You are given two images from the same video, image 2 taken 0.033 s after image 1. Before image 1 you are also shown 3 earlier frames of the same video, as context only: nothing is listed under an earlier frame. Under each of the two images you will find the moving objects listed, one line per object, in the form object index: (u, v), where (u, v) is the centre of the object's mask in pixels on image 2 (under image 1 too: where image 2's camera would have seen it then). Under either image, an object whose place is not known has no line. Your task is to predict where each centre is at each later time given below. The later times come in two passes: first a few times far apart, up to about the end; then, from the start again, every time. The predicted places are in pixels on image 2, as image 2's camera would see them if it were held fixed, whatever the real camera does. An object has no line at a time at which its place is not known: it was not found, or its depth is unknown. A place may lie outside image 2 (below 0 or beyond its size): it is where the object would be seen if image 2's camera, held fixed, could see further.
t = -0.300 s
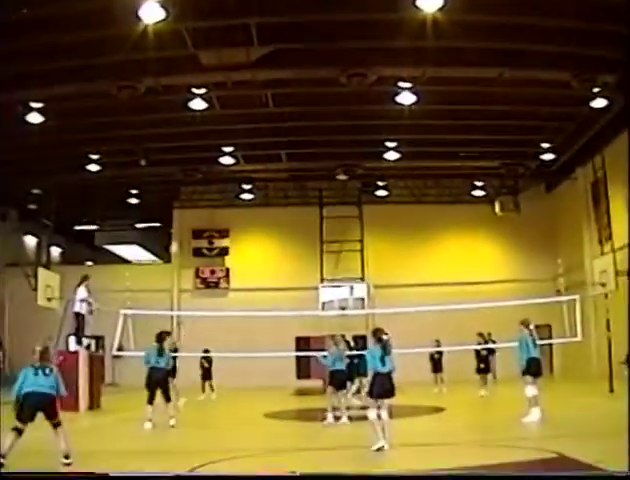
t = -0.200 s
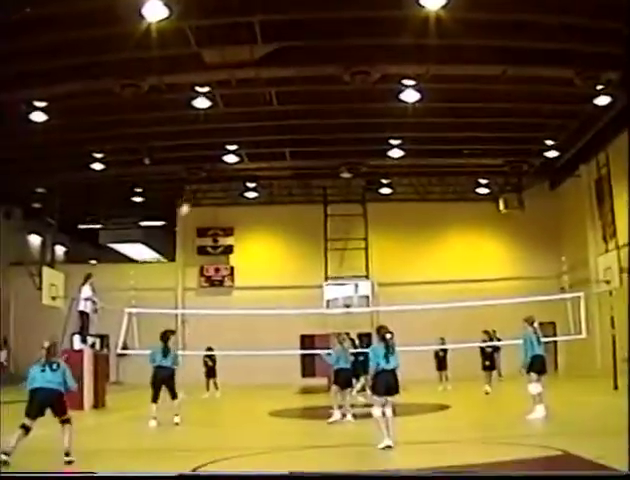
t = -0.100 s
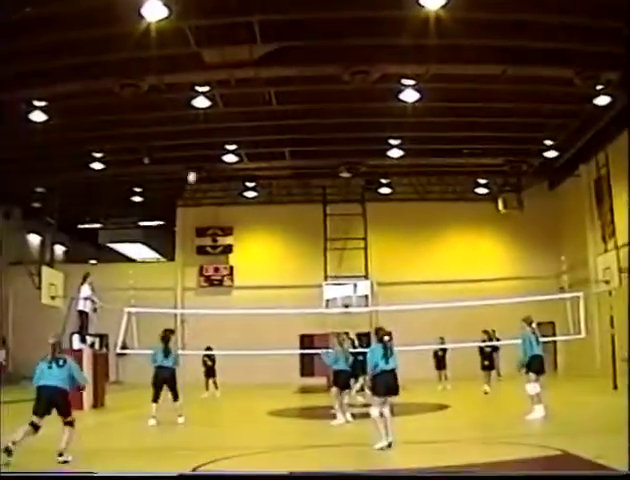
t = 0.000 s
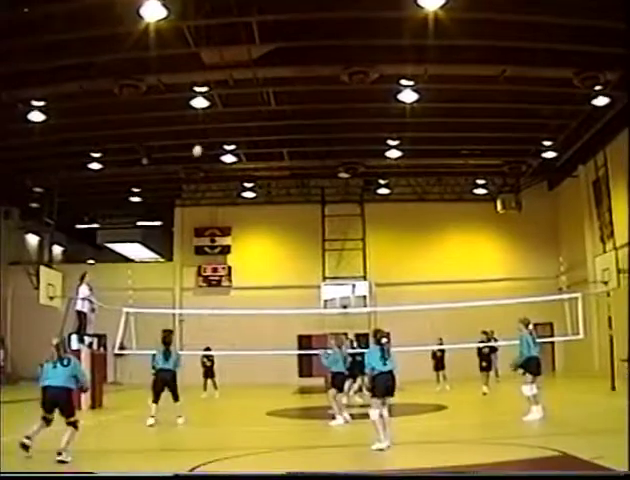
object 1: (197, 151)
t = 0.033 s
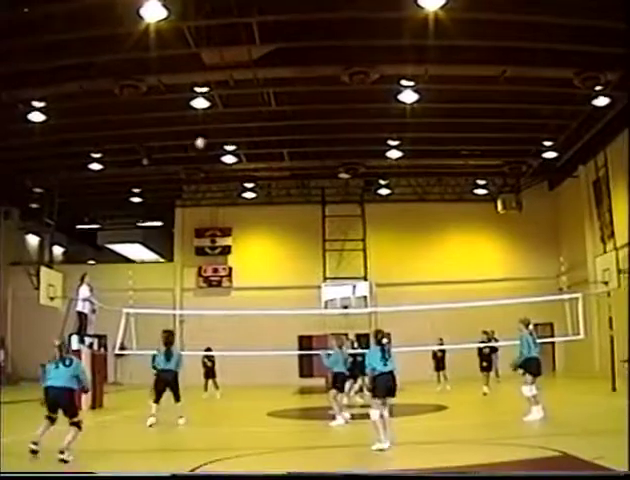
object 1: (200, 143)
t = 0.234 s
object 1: (216, 104)
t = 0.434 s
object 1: (231, 82)
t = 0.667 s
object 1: (250, 79)
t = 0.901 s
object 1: (270, 104)
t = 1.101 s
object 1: (288, 152)
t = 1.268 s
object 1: (304, 213)
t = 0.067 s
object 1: (202, 135)
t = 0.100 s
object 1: (205, 128)
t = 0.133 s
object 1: (207, 120)
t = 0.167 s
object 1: (210, 114)
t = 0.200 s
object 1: (213, 110)
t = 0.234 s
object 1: (216, 104)
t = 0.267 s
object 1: (218, 100)
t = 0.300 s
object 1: (219, 95)
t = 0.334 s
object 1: (223, 91)
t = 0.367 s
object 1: (225, 88)
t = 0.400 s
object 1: (229, 85)
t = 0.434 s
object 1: (231, 82)
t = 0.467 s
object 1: (234, 80)
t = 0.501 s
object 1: (236, 79)
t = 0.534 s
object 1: (239, 78)
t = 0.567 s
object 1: (241, 78)
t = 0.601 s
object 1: (244, 77)
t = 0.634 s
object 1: (246, 78)
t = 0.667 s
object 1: (250, 79)
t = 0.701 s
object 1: (253, 82)
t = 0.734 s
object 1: (256, 84)
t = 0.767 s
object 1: (259, 86)
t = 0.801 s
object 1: (262, 90)
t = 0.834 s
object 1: (264, 94)
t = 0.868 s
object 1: (267, 98)
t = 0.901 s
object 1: (270, 104)
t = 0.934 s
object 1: (273, 110)
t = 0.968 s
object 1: (276, 117)
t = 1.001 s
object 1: (278, 124)
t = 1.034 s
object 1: (282, 133)
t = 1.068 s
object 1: (285, 142)
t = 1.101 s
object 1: (288, 152)
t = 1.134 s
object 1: (291, 162)
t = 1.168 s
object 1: (295, 173)
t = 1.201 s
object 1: (298, 185)
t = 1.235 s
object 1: (301, 198)
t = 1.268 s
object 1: (304, 213)
